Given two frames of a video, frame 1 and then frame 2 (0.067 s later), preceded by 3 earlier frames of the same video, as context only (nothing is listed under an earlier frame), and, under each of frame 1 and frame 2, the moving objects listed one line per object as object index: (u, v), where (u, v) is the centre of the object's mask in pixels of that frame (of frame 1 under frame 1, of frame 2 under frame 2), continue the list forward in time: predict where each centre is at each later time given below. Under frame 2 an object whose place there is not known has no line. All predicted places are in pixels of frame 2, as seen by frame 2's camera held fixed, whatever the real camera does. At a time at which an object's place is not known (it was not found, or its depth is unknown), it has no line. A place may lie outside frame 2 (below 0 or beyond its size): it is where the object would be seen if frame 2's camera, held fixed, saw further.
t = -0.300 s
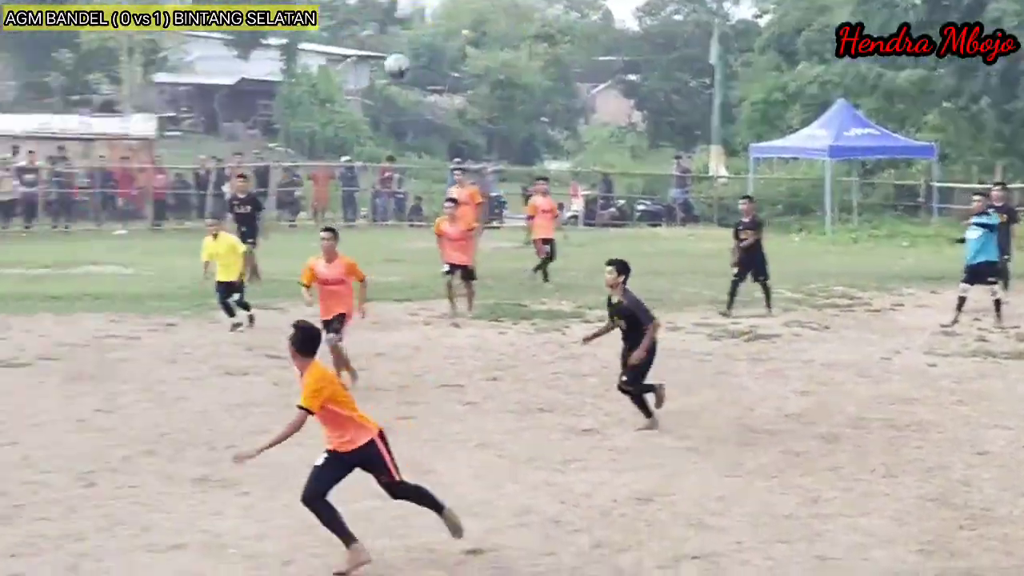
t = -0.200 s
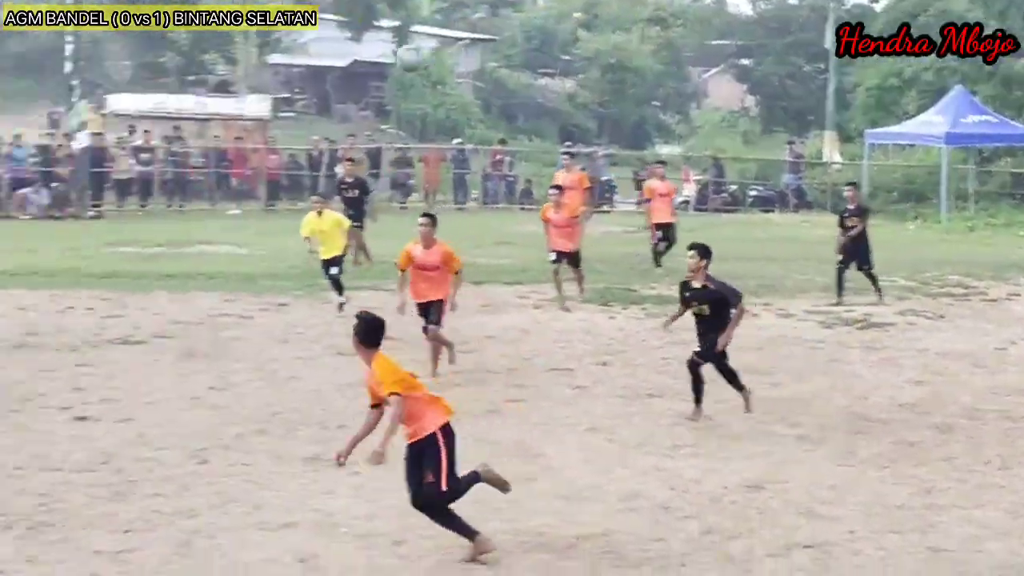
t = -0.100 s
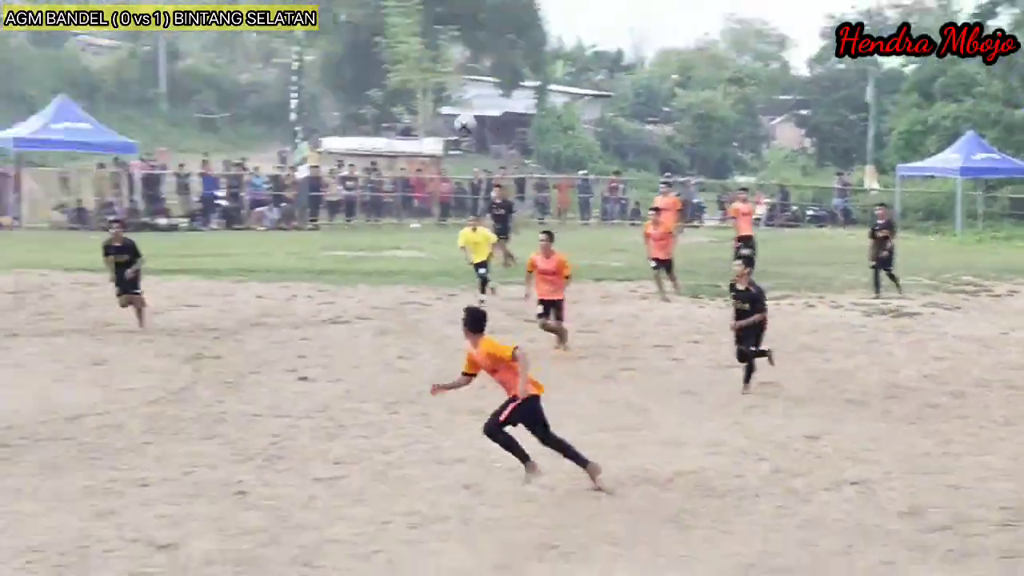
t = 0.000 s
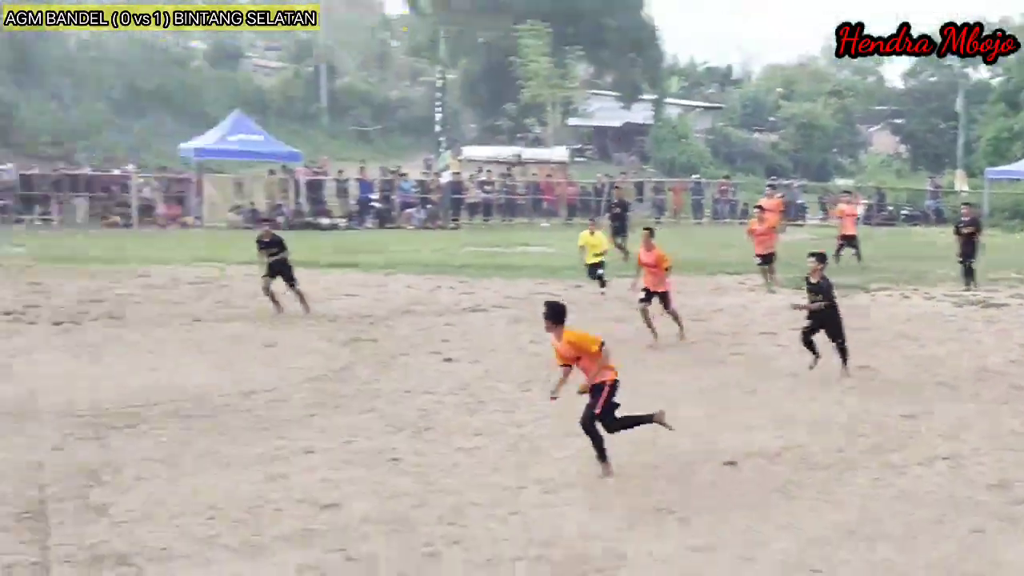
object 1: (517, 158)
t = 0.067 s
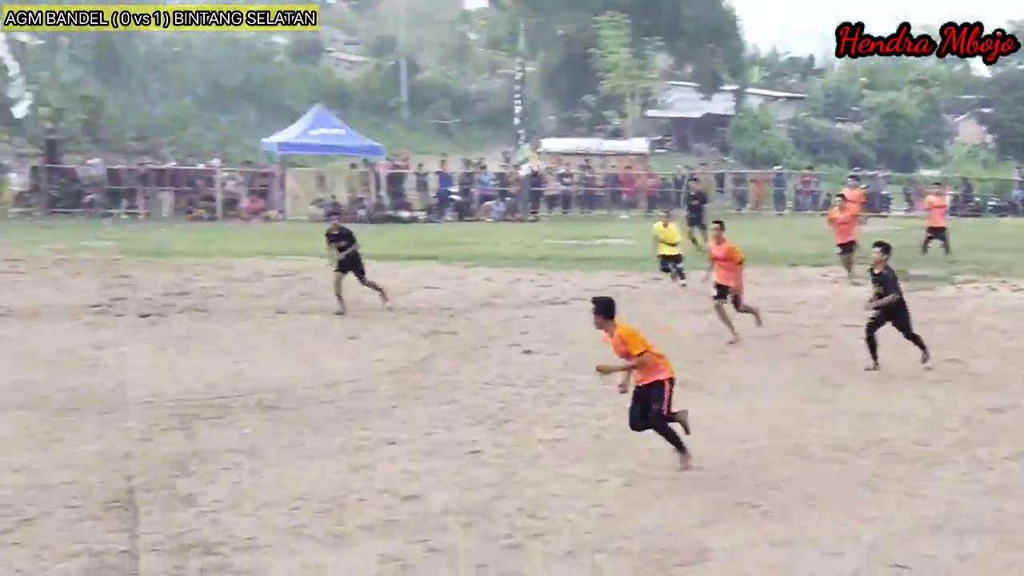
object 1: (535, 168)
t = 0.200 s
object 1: (424, 228)
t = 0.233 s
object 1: (396, 246)
